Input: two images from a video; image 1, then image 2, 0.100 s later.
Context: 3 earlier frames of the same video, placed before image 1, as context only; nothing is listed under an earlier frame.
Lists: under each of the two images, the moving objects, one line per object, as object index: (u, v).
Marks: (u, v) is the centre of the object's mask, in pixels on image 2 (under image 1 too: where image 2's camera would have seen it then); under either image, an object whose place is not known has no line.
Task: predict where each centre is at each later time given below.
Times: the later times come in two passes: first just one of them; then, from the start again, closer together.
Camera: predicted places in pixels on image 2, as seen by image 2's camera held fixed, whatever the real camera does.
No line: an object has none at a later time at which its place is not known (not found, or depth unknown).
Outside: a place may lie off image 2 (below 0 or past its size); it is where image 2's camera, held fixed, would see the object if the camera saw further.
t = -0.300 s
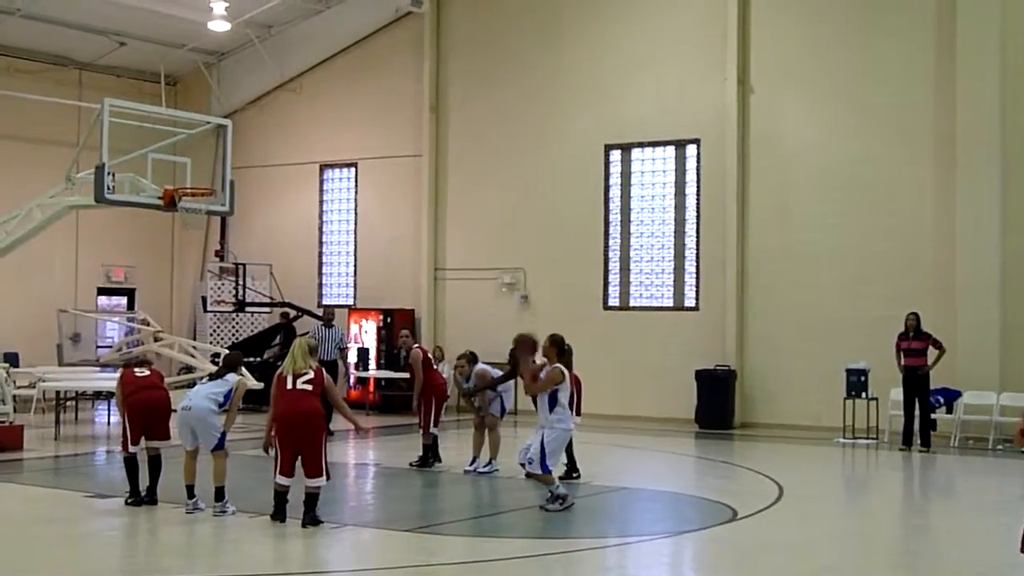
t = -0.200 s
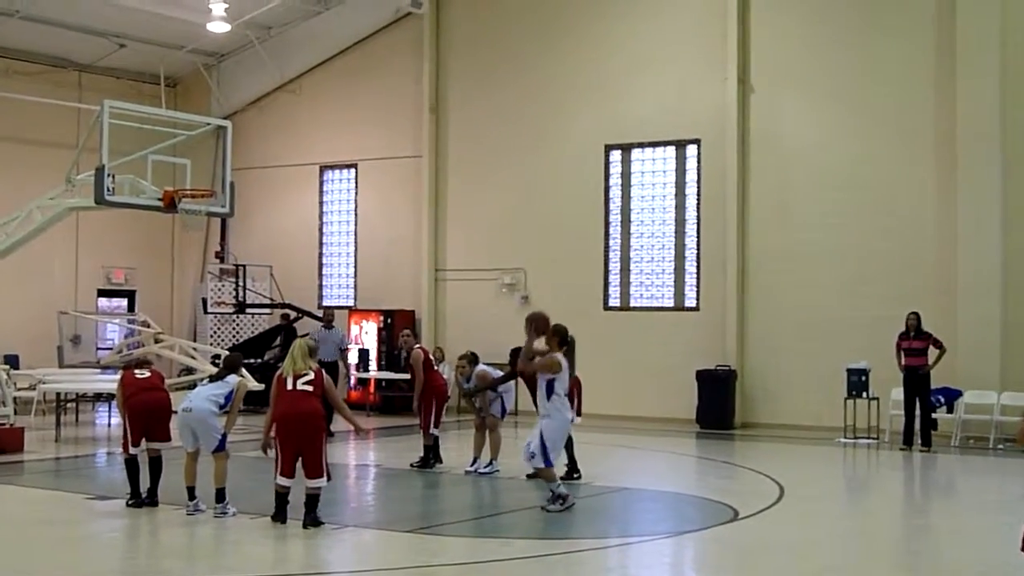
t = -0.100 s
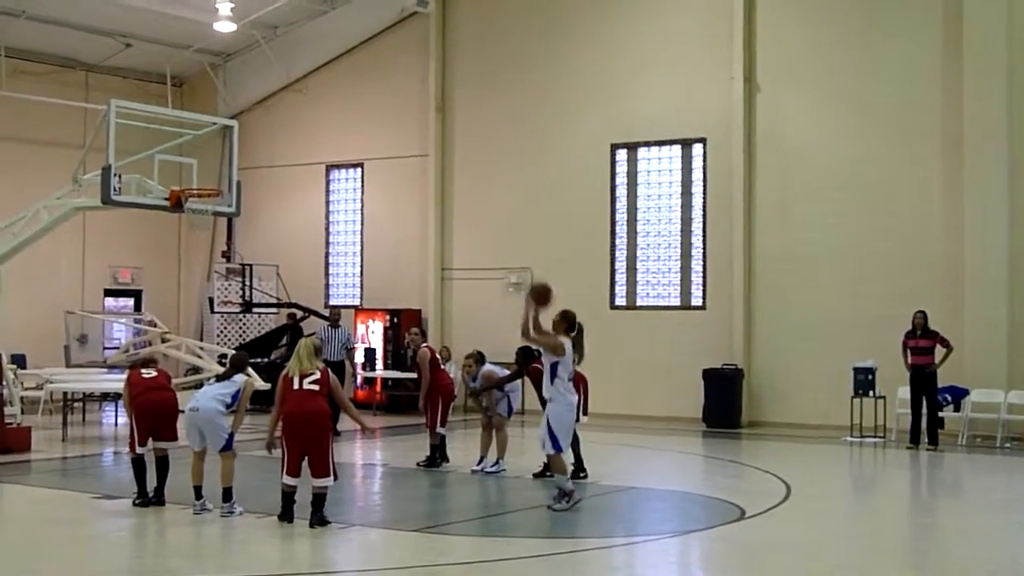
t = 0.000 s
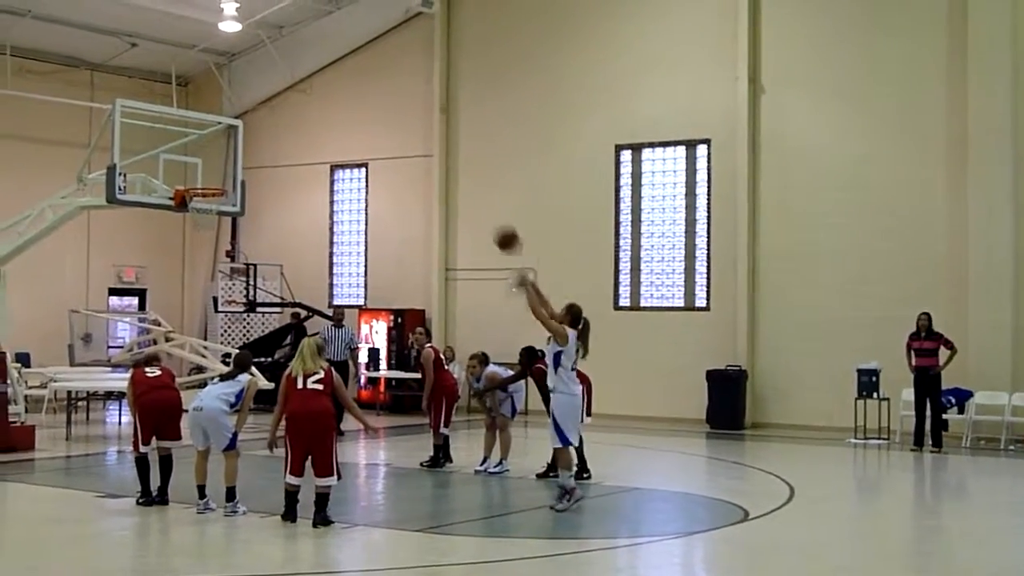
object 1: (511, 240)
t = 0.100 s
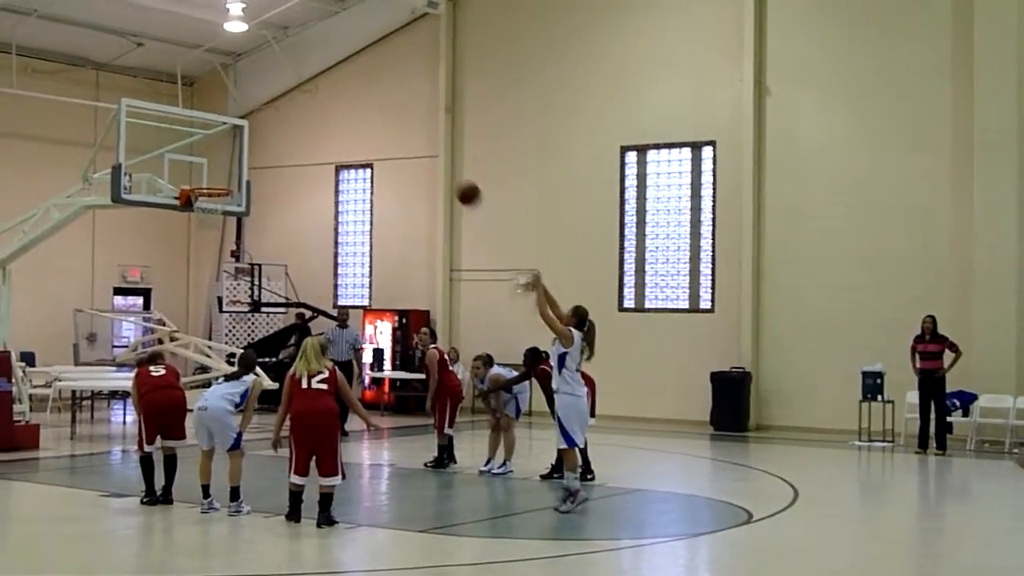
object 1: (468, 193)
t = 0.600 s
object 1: (284, 133)
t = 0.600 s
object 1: (284, 133)
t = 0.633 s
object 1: (273, 138)
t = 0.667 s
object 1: (262, 144)
